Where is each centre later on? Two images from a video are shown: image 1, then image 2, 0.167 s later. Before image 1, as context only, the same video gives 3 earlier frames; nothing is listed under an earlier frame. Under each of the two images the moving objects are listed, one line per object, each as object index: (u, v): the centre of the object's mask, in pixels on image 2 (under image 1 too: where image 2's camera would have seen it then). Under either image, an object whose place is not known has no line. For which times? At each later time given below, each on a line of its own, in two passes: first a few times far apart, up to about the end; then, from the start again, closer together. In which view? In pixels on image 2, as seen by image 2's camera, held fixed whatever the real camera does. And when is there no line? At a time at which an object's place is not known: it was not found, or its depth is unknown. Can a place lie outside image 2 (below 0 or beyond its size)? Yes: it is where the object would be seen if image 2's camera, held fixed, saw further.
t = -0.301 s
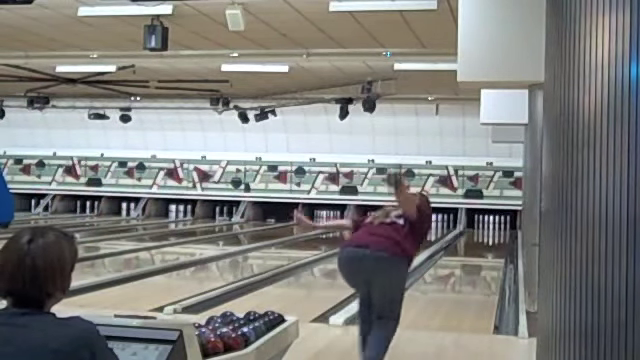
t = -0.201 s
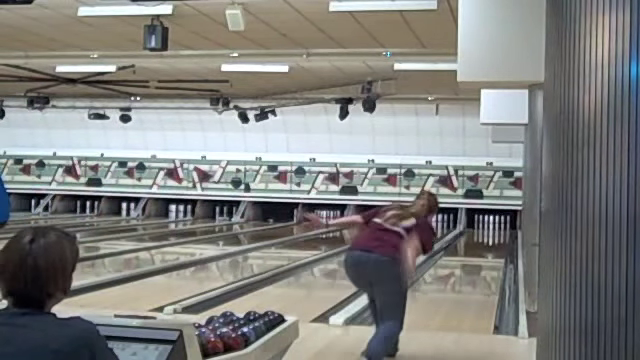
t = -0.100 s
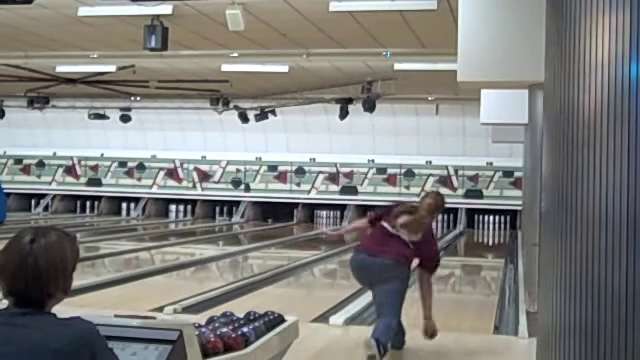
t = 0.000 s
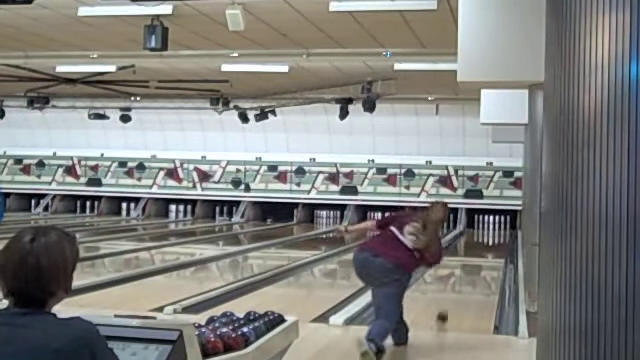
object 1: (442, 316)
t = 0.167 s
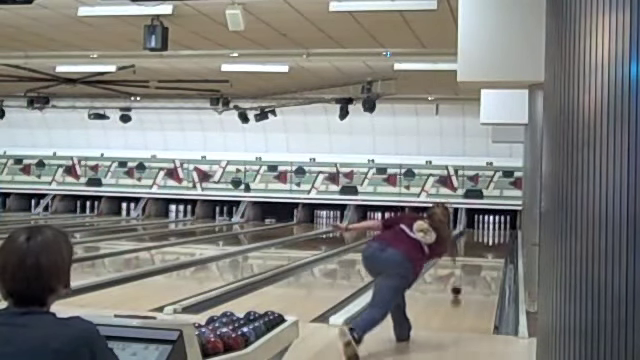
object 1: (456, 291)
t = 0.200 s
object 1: (458, 286)
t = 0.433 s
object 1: (469, 265)
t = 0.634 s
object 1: (475, 255)
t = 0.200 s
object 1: (458, 286)
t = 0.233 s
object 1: (460, 283)
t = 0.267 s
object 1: (461, 280)
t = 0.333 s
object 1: (465, 273)
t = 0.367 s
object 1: (466, 270)
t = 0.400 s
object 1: (468, 268)
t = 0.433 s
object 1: (469, 265)
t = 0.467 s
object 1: (470, 262)
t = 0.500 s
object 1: (471, 260)
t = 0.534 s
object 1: (473, 259)
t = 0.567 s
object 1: (473, 258)
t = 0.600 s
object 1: (474, 256)
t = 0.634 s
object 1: (475, 255)
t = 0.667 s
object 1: (476, 254)
